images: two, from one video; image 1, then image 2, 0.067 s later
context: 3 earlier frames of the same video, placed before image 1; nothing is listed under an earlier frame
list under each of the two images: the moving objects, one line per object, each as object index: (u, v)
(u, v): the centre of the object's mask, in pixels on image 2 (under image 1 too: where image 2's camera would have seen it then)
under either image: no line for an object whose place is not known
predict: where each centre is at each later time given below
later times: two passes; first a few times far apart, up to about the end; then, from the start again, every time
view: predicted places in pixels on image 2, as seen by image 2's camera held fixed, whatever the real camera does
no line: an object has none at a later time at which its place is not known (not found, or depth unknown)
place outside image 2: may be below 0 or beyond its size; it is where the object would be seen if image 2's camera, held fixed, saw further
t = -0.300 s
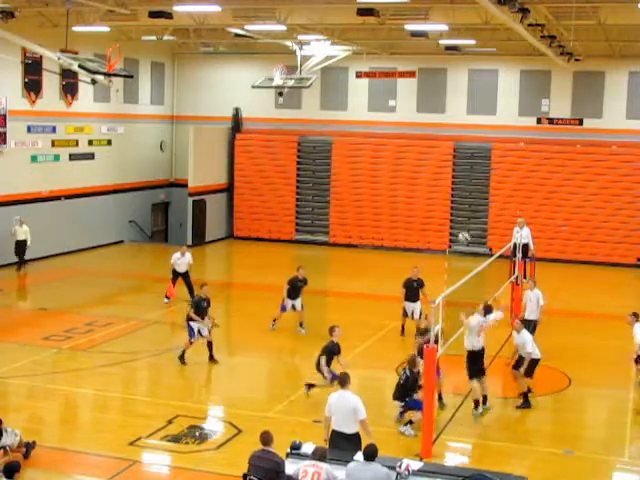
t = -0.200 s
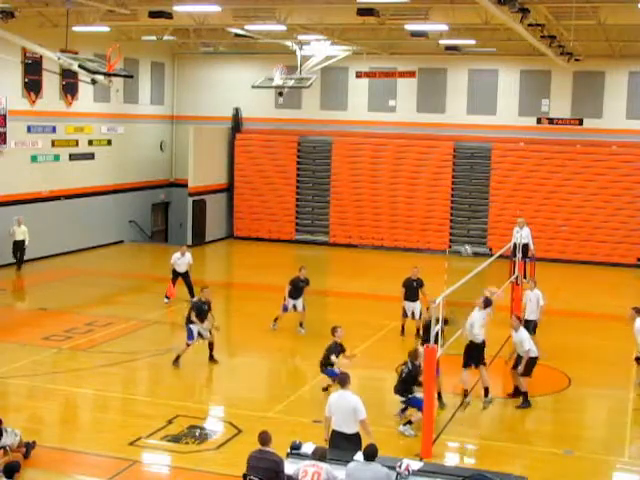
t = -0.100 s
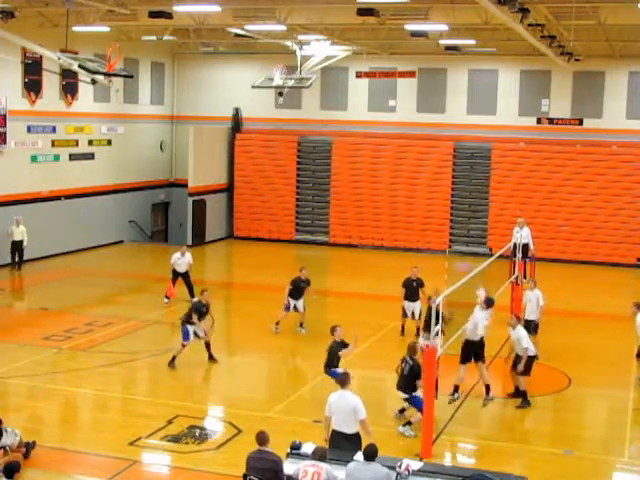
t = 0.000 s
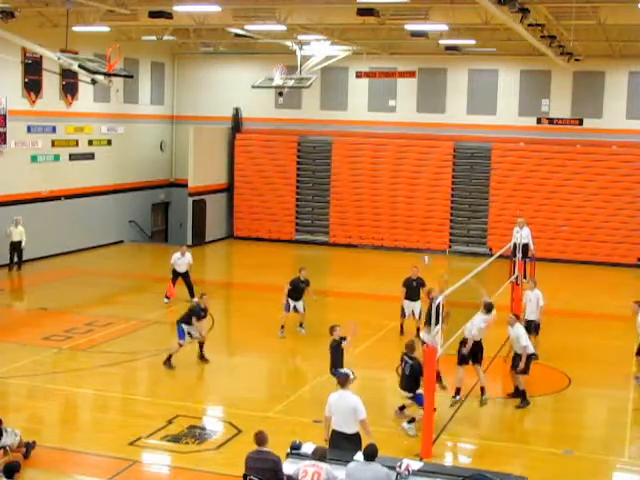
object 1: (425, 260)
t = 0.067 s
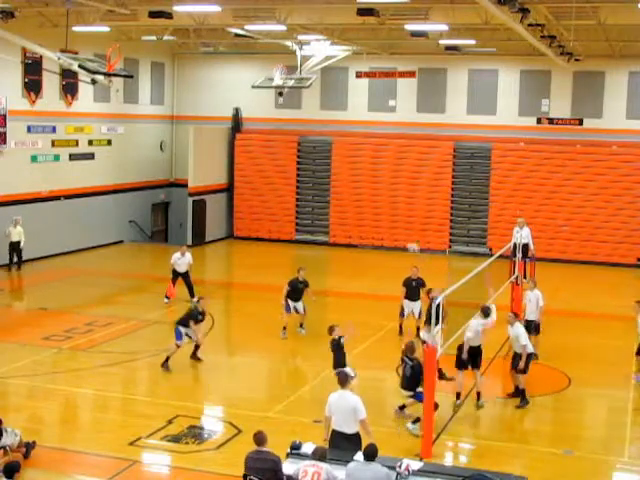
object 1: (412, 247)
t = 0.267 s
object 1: (374, 225)
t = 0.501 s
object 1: (332, 228)
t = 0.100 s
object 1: (406, 242)
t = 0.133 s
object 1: (399, 237)
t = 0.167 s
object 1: (393, 233)
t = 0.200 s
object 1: (386, 229)
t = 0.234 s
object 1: (380, 227)
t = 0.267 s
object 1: (374, 225)
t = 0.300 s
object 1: (367, 224)
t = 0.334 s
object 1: (360, 224)
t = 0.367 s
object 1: (355, 223)
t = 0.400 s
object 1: (350, 223)
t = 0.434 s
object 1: (343, 225)
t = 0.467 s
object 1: (337, 226)
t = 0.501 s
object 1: (332, 228)
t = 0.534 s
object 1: (325, 229)
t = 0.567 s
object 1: (320, 233)
